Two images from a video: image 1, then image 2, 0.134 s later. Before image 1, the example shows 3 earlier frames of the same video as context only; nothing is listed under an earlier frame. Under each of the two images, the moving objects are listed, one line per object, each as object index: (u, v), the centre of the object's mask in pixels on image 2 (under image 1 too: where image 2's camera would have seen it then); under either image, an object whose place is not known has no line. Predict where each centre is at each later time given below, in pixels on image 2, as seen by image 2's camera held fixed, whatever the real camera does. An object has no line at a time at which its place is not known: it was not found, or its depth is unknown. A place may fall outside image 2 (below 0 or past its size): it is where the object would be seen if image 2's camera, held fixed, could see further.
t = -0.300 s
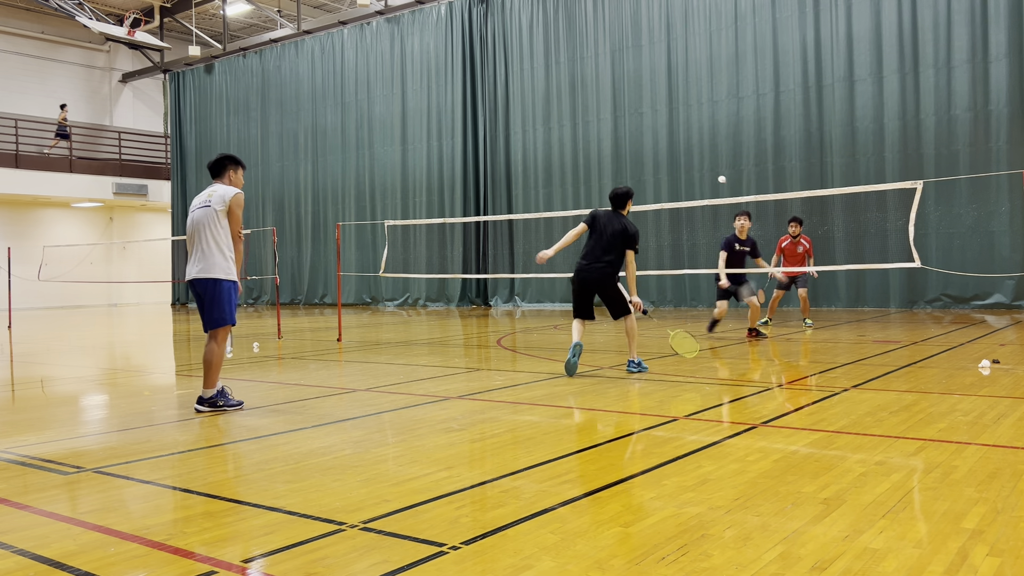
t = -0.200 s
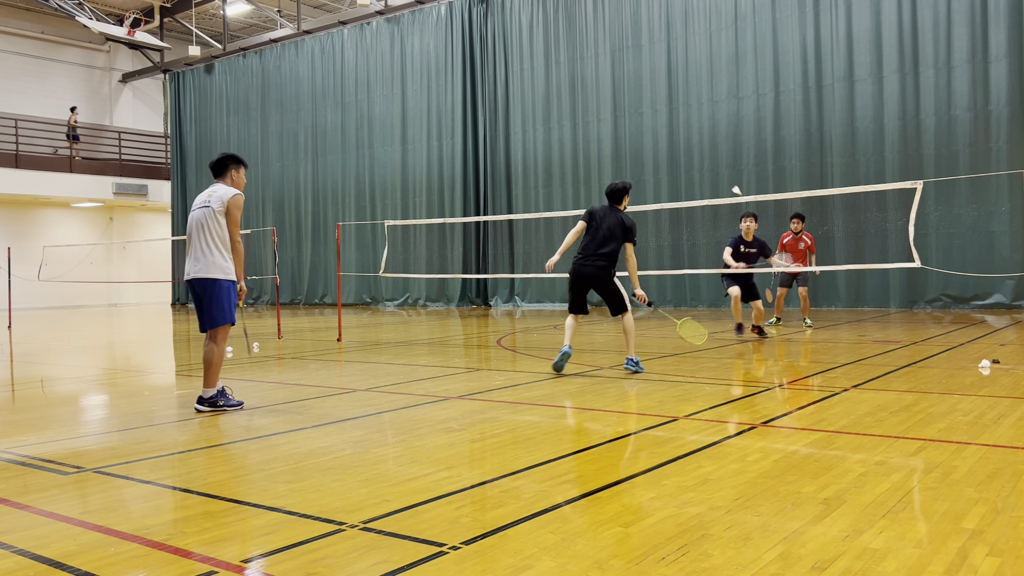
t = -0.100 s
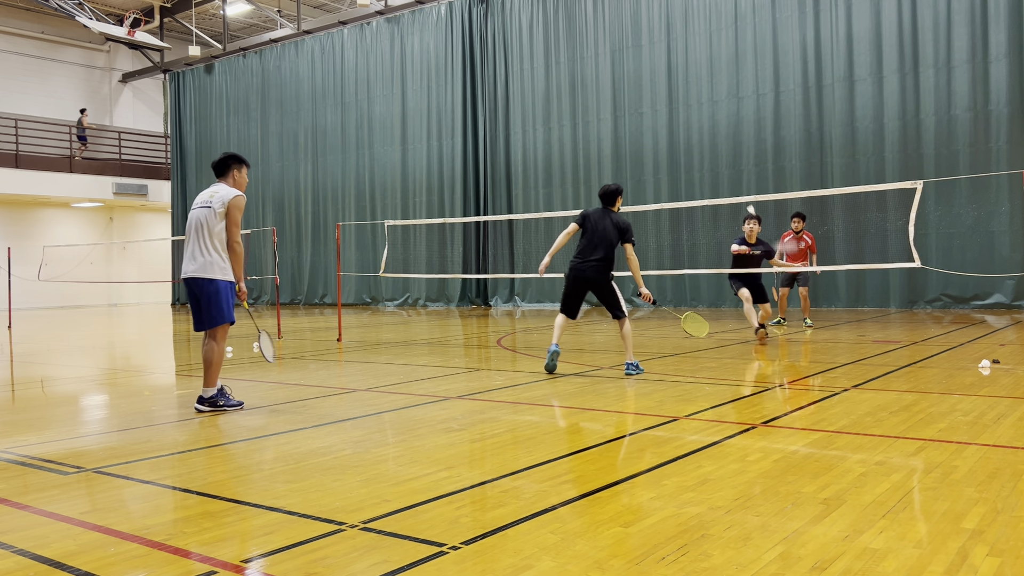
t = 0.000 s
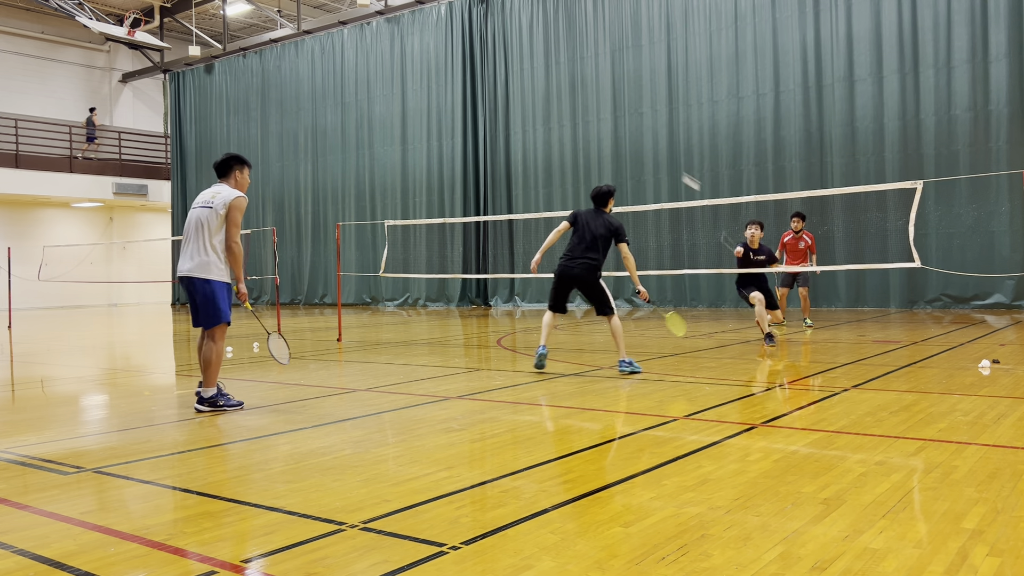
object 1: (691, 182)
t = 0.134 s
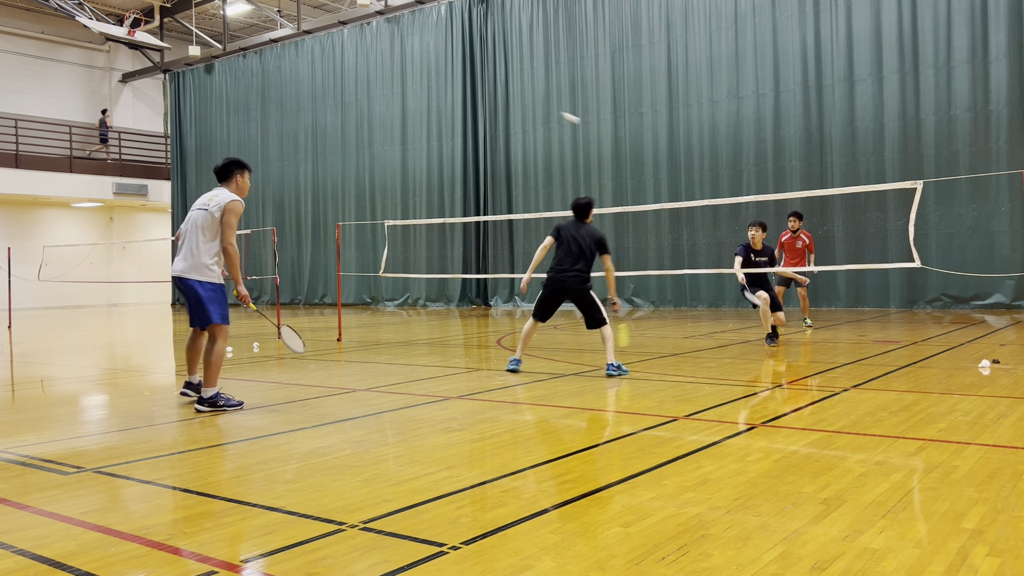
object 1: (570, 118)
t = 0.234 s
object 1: (493, 88)
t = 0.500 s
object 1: (320, 70)
